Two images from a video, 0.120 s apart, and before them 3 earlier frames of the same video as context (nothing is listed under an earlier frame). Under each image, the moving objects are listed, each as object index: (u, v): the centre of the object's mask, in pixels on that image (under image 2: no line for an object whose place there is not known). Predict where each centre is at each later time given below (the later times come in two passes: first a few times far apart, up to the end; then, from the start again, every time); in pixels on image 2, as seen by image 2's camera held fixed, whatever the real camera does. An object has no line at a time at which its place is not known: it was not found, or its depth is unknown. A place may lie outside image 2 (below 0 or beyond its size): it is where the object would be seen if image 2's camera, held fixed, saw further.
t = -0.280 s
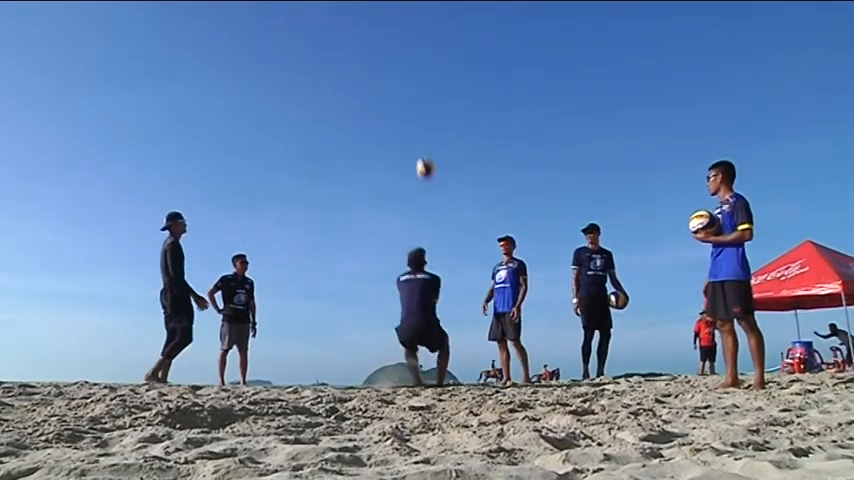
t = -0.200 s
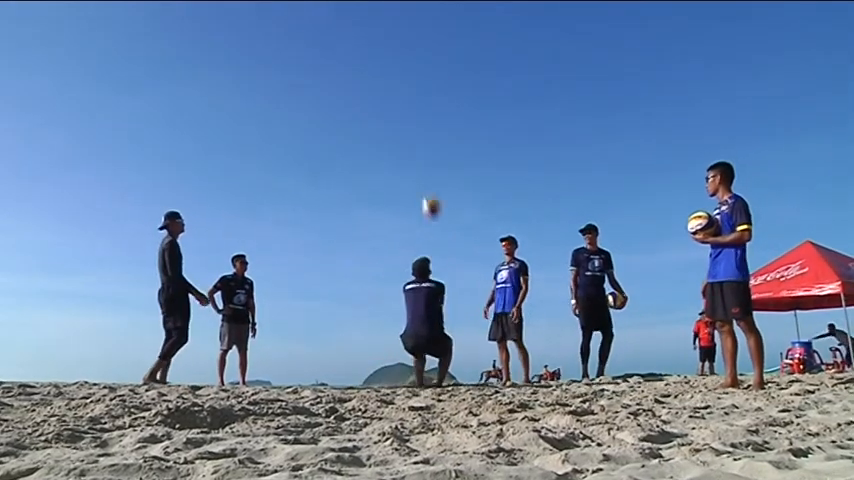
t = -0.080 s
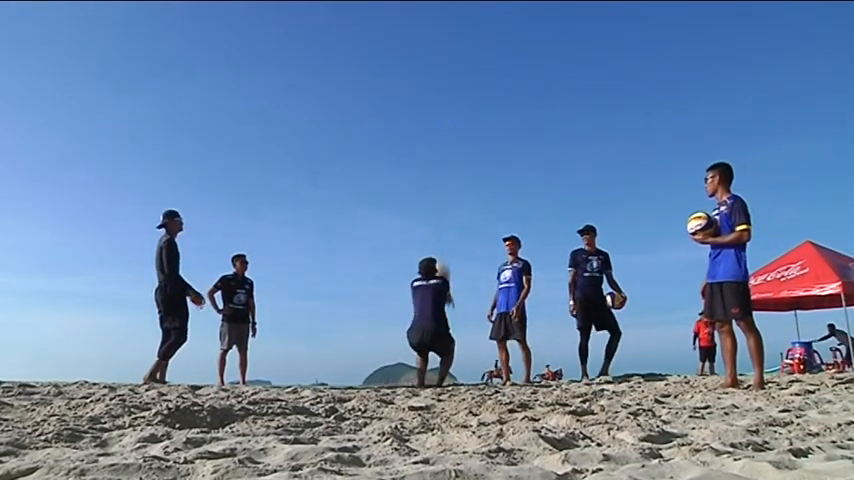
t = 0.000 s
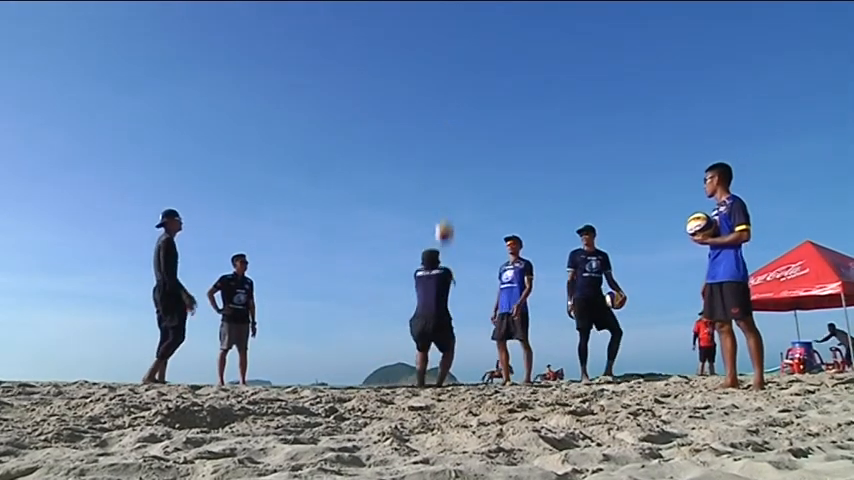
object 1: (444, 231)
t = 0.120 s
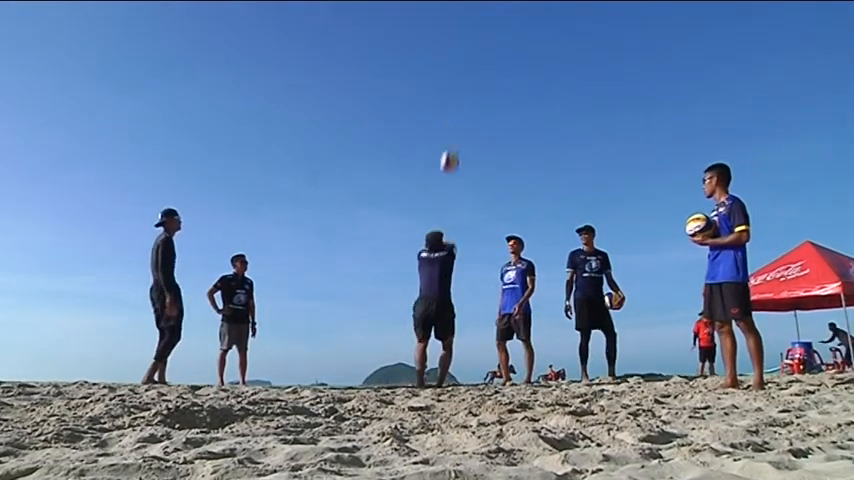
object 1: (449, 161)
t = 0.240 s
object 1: (453, 107)
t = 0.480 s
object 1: (459, 43)
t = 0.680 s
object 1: (463, 25)
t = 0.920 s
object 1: (464, 38)
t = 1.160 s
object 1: (466, 88)
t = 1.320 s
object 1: (466, 144)
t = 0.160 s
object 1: (450, 141)
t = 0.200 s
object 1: (452, 123)
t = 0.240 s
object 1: (453, 107)
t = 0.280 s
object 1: (454, 93)
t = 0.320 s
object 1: (455, 81)
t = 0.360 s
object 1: (455, 69)
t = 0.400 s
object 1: (456, 59)
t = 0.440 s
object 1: (457, 50)
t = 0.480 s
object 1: (459, 43)
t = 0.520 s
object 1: (459, 37)
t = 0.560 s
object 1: (460, 32)
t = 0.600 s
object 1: (460, 29)
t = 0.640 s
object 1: (461, 26)
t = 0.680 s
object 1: (463, 25)
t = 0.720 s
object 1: (463, 24)
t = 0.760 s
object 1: (464, 25)
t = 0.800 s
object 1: (464, 27)
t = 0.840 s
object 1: (464, 30)
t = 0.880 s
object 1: (464, 33)
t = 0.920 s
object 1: (464, 38)
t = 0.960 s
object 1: (464, 44)
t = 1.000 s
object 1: (464, 51)
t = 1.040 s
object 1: (464, 58)
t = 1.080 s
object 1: (465, 67)
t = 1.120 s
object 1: (465, 77)
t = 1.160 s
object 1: (466, 88)
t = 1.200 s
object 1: (466, 100)
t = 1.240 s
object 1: (466, 113)
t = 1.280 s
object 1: (466, 128)
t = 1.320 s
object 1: (466, 144)
